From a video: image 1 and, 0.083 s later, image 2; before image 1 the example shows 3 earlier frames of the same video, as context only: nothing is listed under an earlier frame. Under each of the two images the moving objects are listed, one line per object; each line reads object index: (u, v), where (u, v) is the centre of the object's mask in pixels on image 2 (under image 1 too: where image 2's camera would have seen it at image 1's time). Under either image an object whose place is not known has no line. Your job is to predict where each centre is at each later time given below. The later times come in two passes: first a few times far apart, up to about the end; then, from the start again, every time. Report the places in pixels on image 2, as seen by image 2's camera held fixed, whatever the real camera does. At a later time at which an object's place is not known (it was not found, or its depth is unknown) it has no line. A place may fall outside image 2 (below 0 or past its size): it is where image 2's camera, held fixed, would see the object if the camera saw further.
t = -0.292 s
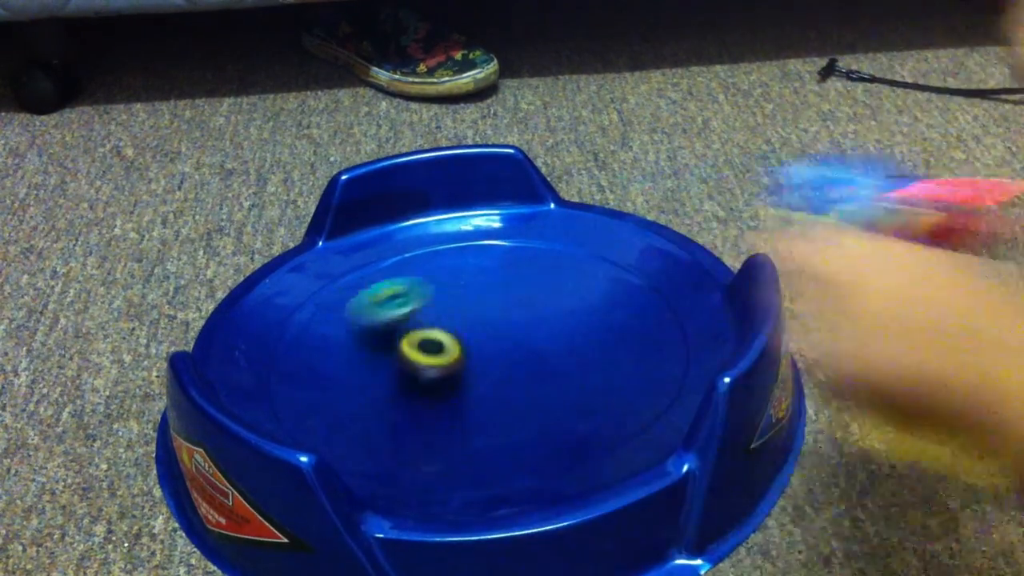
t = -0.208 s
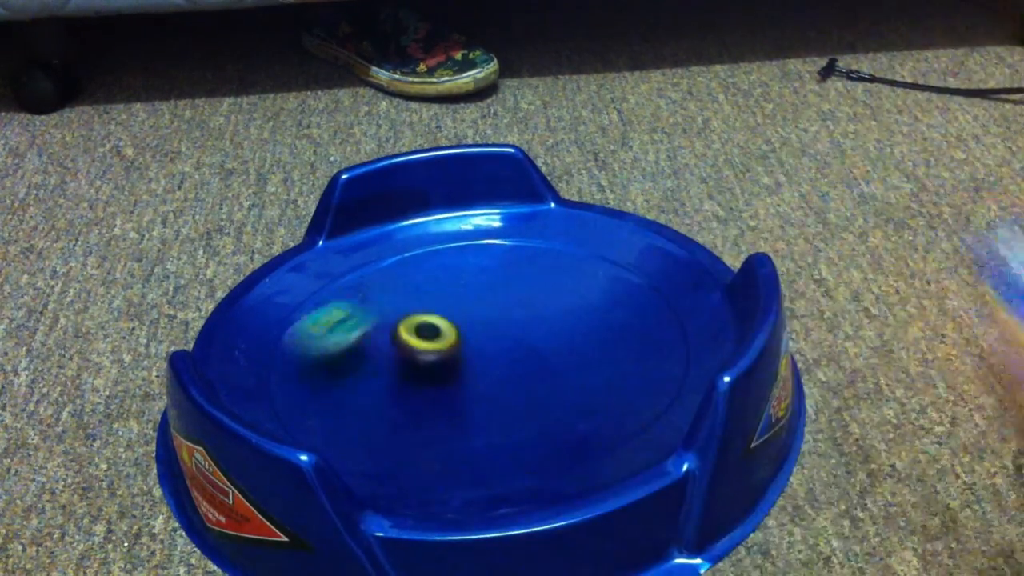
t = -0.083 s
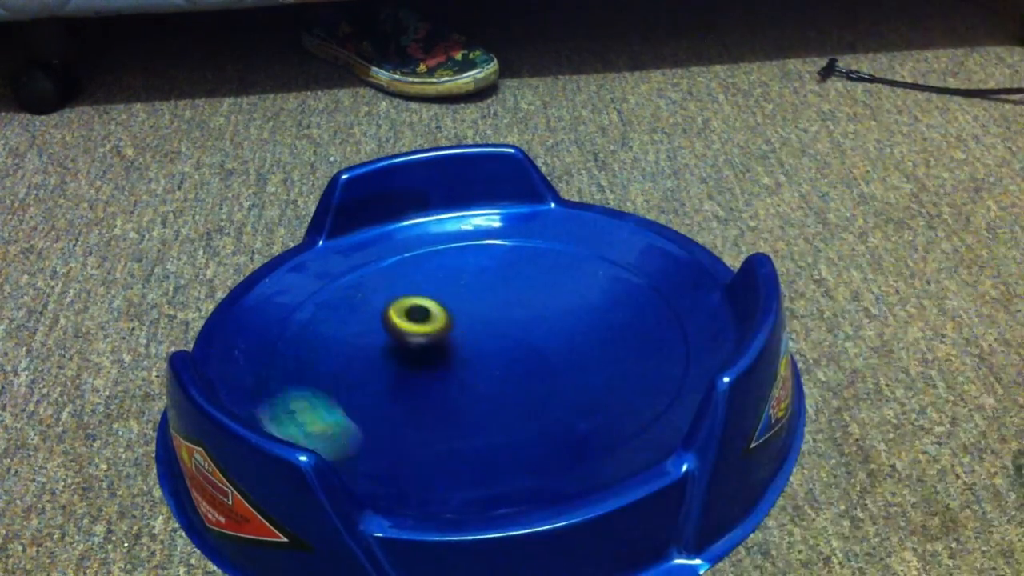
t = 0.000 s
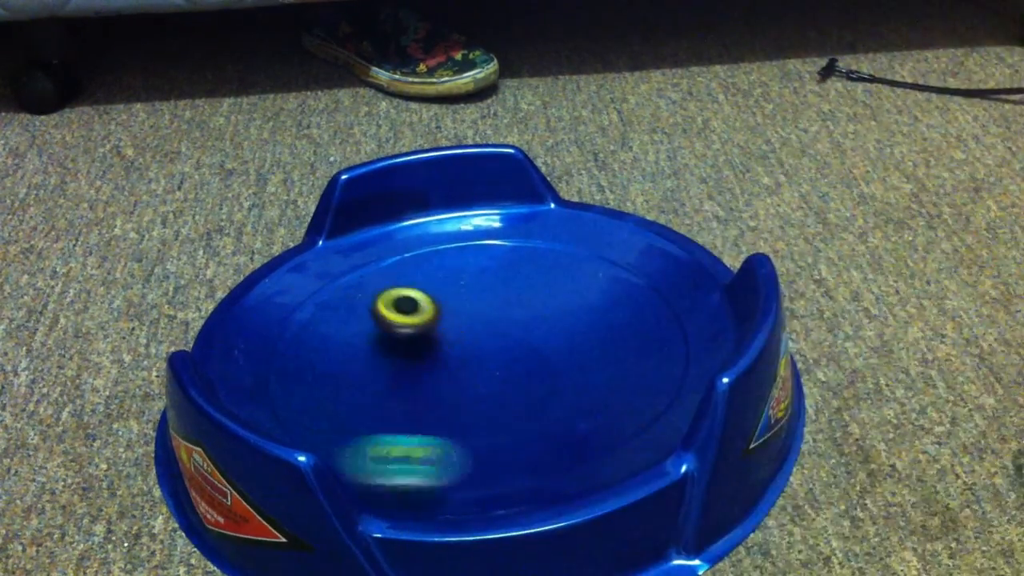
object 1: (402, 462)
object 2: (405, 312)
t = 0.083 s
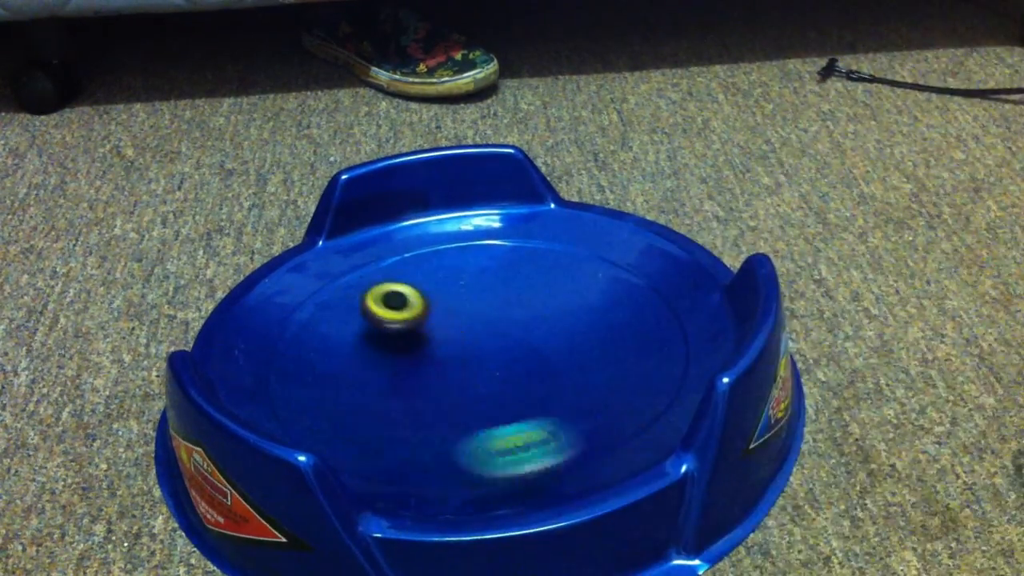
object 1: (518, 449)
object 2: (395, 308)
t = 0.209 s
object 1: (630, 355)
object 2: (384, 310)
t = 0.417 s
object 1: (432, 237)
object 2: (400, 325)
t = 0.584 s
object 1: (238, 295)
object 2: (438, 330)
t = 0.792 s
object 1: (425, 409)
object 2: (493, 316)
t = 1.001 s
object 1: (659, 344)
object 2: (449, 192)
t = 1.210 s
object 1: (674, 249)
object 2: (335, 279)
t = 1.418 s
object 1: (600, 228)
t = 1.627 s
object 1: (483, 272)
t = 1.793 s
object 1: (402, 359)
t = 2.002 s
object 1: (547, 427)
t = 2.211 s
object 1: (650, 372)
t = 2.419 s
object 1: (615, 333)
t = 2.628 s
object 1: (502, 313)
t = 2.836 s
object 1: (339, 350)
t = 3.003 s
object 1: (329, 401)
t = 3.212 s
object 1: (387, 417)
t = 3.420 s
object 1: (455, 407)
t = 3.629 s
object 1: (502, 370)
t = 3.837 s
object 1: (507, 324)
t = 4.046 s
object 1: (480, 301)
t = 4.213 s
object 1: (465, 295)
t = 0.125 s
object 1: (573, 426)
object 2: (389, 307)
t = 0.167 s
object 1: (613, 392)
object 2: (386, 308)
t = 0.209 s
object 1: (630, 355)
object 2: (384, 310)
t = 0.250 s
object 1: (622, 318)
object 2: (384, 313)
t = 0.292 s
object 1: (594, 287)
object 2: (385, 316)
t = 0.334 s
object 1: (551, 263)
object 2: (388, 319)
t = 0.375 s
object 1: (502, 247)
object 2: (393, 321)
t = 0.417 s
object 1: (432, 237)
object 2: (400, 325)
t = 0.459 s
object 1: (368, 242)
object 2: (408, 326)
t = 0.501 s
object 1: (320, 255)
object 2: (418, 329)
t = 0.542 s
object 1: (273, 272)
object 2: (428, 331)
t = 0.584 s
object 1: (238, 295)
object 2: (438, 330)
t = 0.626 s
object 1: (224, 332)
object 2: (450, 329)
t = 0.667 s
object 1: (258, 347)
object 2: (462, 328)
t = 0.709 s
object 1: (312, 376)
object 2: (473, 326)
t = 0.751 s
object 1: (370, 408)
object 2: (484, 324)
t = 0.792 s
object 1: (425, 409)
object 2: (493, 316)
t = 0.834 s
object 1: (476, 398)
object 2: (501, 313)
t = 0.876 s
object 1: (519, 372)
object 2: (507, 309)
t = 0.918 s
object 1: (560, 346)
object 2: (511, 300)
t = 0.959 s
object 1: (613, 349)
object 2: (482, 240)
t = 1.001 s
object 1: (659, 344)
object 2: (449, 192)
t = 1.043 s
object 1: (691, 327)
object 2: (421, 189)
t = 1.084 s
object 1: (703, 304)
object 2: (392, 206)
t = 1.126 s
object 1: (696, 286)
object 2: (366, 235)
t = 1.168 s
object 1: (685, 266)
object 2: (349, 250)
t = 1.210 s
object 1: (674, 249)
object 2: (335, 279)
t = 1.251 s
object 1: (660, 237)
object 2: (330, 309)
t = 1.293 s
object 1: (644, 229)
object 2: (336, 344)
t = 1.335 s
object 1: (629, 226)
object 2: (356, 381)
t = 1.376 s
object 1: (614, 227)
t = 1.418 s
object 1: (600, 228)
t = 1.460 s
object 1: (580, 233)
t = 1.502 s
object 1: (556, 240)
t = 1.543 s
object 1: (533, 248)
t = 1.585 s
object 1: (509, 258)
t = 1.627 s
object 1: (483, 272)
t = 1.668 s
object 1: (458, 287)
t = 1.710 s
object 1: (432, 308)
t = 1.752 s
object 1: (413, 332)
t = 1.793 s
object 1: (402, 359)
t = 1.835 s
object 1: (407, 387)
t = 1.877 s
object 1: (428, 409)
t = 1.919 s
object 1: (465, 423)
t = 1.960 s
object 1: (507, 429)
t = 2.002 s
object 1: (547, 427)
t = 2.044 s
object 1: (582, 420)
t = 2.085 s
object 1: (607, 410)
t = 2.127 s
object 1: (628, 397)
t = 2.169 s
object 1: (642, 384)
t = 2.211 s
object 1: (650, 372)
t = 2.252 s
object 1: (651, 361)
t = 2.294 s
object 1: (647, 354)
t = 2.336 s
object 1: (640, 346)
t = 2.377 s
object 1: (630, 340)
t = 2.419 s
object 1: (615, 333)
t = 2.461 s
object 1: (597, 326)
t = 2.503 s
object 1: (577, 321)
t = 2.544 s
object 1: (555, 318)
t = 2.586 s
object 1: (530, 315)
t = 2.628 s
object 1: (502, 313)
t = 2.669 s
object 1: (467, 315)
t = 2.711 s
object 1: (434, 318)
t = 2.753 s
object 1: (399, 324)
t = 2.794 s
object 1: (366, 336)
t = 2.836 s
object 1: (339, 350)
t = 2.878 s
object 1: (324, 367)
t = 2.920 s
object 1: (319, 381)
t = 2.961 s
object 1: (322, 393)
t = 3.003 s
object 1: (329, 401)
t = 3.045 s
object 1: (339, 406)
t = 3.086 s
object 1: (349, 410)
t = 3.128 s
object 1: (361, 414)
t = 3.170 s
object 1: (374, 416)
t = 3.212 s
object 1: (387, 417)
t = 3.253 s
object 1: (401, 419)
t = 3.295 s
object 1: (415, 417)
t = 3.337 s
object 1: (429, 415)
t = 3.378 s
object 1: (442, 412)
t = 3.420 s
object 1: (455, 407)
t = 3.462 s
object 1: (467, 402)
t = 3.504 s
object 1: (477, 395)
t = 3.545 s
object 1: (486, 388)
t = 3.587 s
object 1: (494, 380)
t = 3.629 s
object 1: (502, 370)
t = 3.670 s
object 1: (508, 360)
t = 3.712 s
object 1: (511, 350)
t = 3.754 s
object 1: (511, 341)
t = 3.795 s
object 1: (510, 332)
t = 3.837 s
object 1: (507, 324)
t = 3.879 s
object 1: (502, 317)
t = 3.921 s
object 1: (496, 311)
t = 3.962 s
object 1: (490, 307)
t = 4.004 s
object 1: (485, 303)
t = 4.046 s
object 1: (480, 301)
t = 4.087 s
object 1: (476, 298)
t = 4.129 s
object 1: (472, 297)
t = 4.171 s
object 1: (468, 295)
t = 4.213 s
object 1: (465, 295)
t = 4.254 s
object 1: (462, 295)
